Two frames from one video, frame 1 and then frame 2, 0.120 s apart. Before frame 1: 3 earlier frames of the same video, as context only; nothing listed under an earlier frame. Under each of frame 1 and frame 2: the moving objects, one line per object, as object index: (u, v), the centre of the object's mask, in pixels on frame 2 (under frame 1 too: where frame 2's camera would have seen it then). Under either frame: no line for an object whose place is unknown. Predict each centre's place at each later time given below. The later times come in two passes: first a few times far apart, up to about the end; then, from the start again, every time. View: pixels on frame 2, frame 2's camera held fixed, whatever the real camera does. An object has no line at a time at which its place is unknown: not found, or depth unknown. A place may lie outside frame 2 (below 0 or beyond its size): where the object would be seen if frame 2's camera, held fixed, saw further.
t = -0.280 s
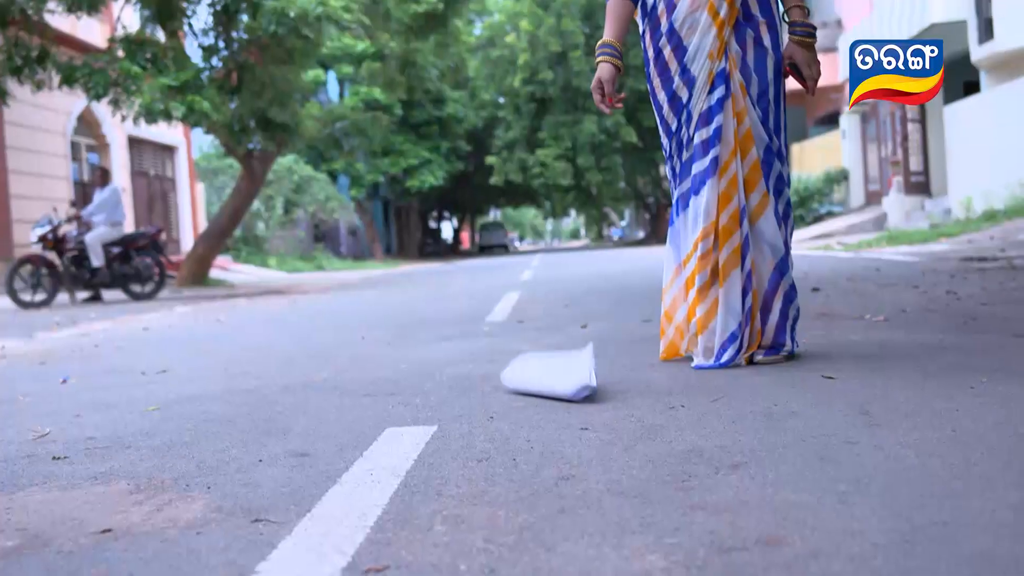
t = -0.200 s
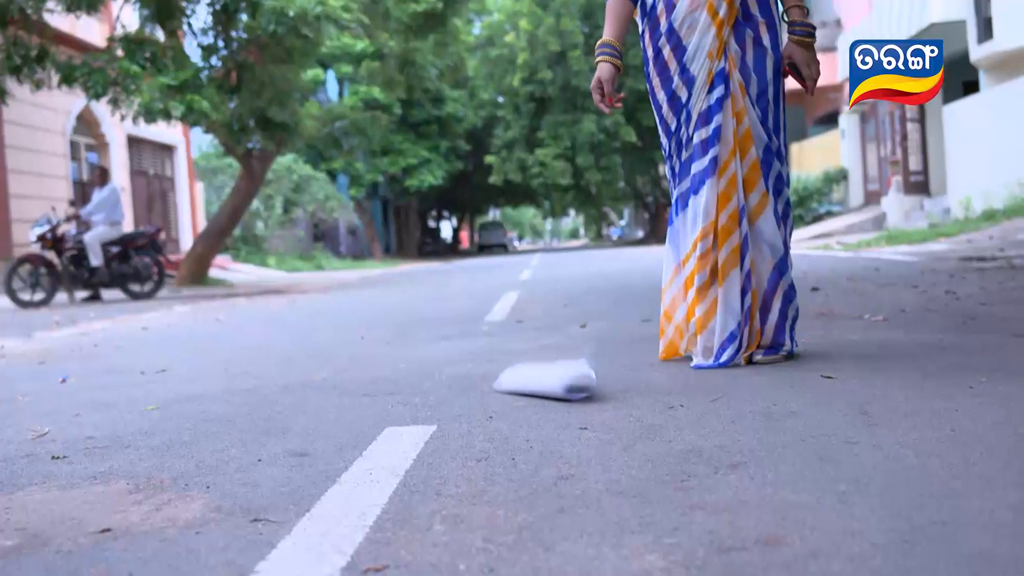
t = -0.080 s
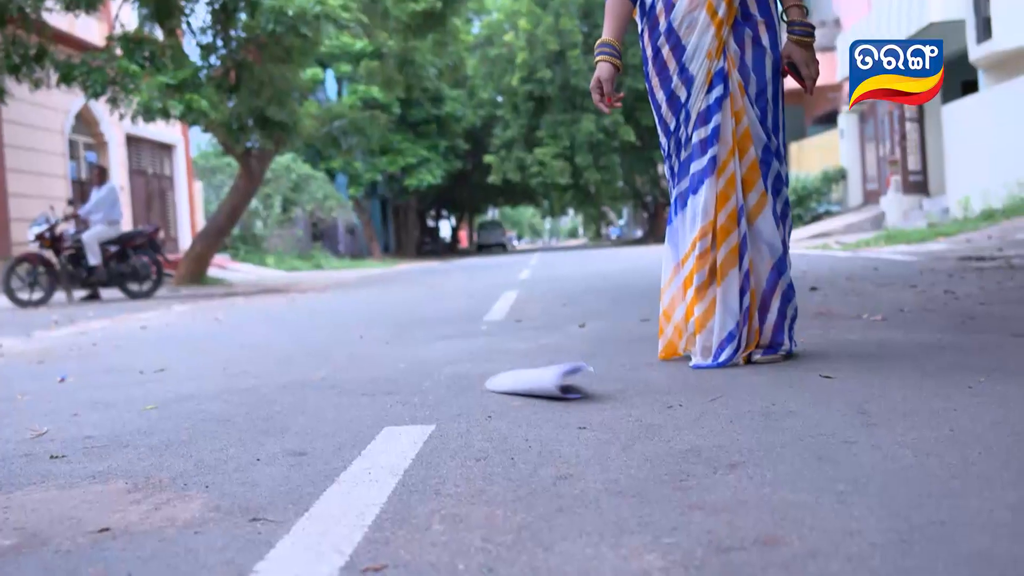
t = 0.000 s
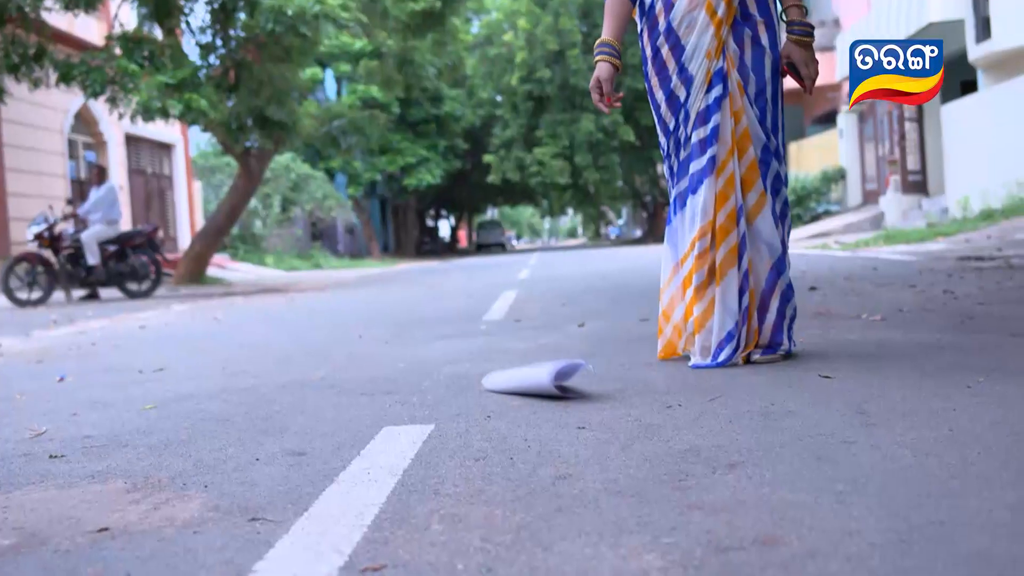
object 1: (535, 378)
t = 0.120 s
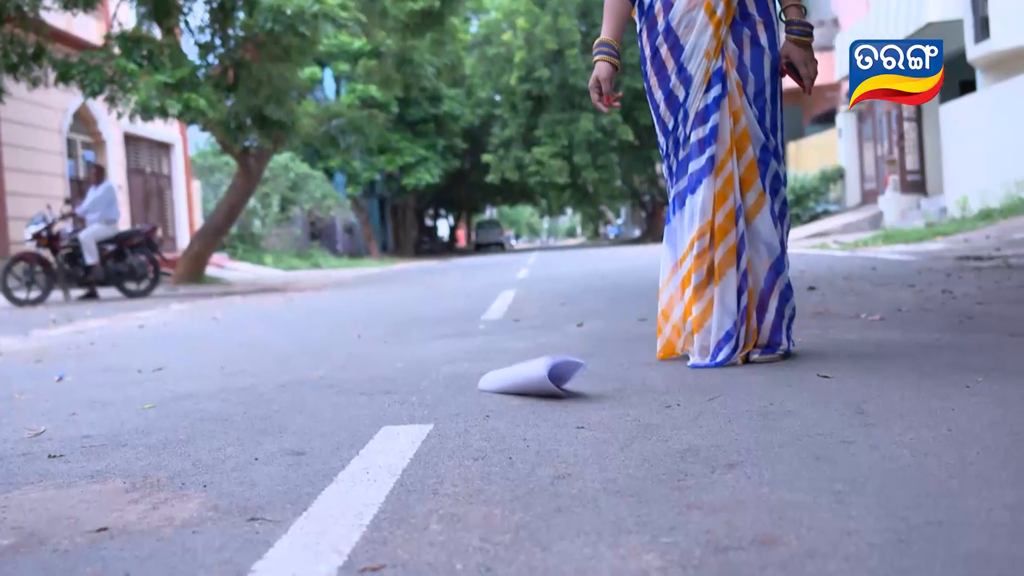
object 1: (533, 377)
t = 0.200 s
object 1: (533, 376)
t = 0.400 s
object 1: (530, 378)
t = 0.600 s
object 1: (527, 380)
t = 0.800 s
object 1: (525, 383)
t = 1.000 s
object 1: (526, 385)
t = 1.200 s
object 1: (525, 386)
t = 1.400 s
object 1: (531, 387)
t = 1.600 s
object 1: (535, 387)
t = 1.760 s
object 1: (539, 388)
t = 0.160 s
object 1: (533, 376)
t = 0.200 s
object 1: (533, 376)
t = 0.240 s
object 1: (533, 376)
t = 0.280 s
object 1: (533, 377)
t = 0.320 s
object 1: (532, 376)
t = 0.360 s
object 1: (532, 377)
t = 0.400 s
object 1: (530, 378)
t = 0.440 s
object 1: (530, 378)
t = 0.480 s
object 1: (530, 378)
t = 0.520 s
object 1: (528, 379)
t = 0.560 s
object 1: (529, 380)
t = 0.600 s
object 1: (527, 380)
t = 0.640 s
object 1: (526, 381)
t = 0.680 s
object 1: (524, 382)
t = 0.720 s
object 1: (525, 382)
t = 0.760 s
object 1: (525, 383)
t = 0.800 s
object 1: (525, 383)
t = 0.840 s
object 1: (525, 384)
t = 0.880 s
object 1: (526, 384)
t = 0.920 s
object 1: (526, 384)
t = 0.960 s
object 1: (527, 385)
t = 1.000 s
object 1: (526, 385)
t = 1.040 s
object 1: (527, 385)
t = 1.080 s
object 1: (527, 385)
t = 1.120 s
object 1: (526, 386)
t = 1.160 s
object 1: (526, 386)
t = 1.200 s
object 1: (525, 386)
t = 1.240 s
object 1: (525, 386)
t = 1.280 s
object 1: (525, 386)
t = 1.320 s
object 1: (526, 386)
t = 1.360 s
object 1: (530, 387)
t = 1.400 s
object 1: (531, 387)
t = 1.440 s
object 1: (532, 387)
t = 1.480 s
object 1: (533, 387)
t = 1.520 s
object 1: (534, 387)
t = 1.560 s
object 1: (534, 387)
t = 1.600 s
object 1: (535, 387)
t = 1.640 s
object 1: (537, 388)
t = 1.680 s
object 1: (538, 388)
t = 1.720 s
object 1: (538, 388)
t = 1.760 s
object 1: (539, 388)
